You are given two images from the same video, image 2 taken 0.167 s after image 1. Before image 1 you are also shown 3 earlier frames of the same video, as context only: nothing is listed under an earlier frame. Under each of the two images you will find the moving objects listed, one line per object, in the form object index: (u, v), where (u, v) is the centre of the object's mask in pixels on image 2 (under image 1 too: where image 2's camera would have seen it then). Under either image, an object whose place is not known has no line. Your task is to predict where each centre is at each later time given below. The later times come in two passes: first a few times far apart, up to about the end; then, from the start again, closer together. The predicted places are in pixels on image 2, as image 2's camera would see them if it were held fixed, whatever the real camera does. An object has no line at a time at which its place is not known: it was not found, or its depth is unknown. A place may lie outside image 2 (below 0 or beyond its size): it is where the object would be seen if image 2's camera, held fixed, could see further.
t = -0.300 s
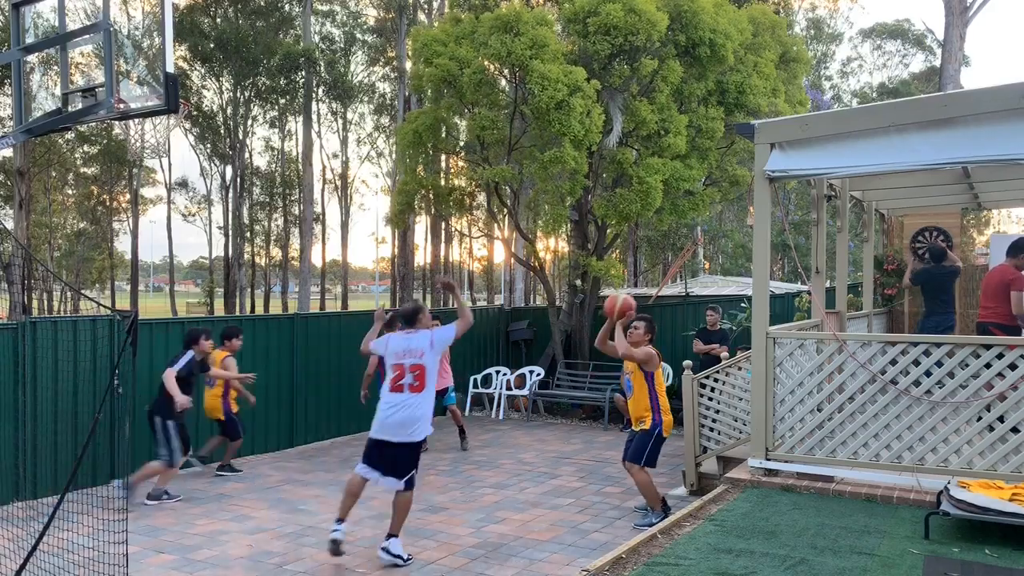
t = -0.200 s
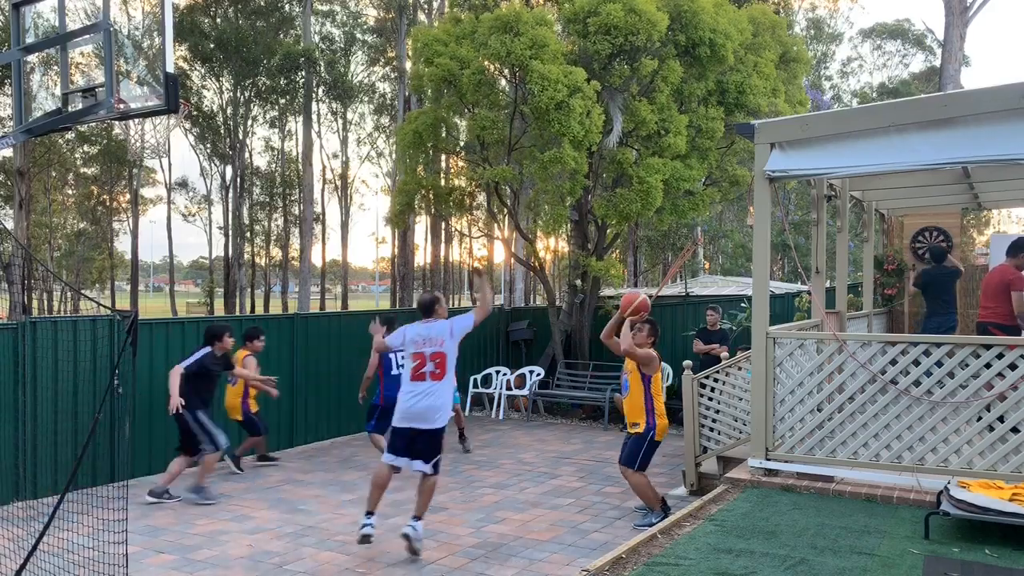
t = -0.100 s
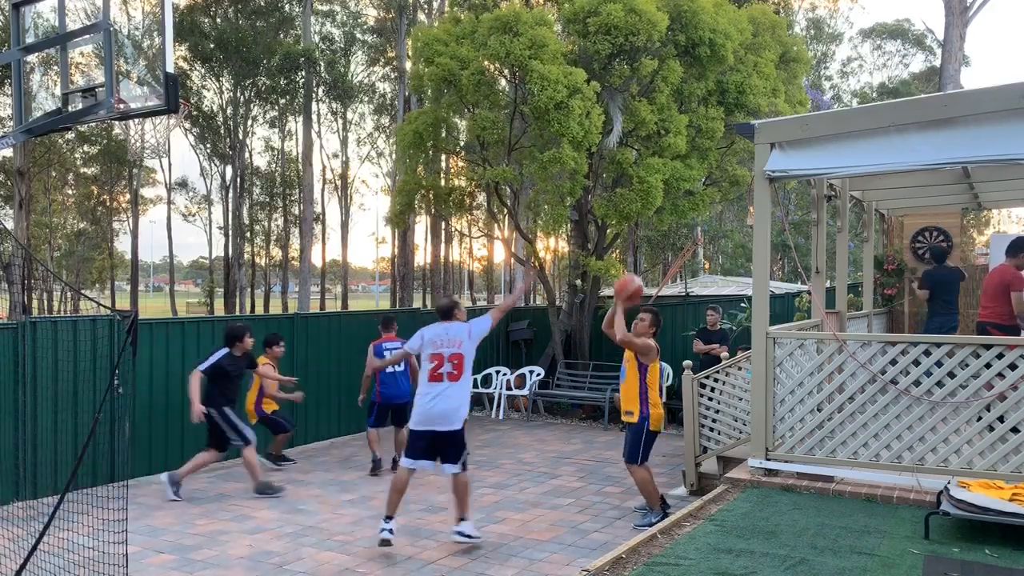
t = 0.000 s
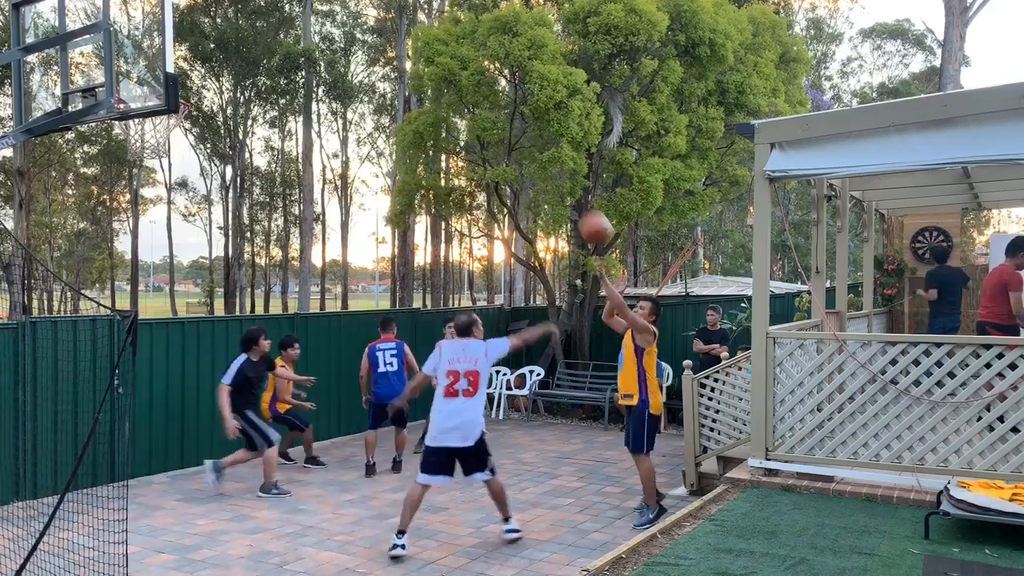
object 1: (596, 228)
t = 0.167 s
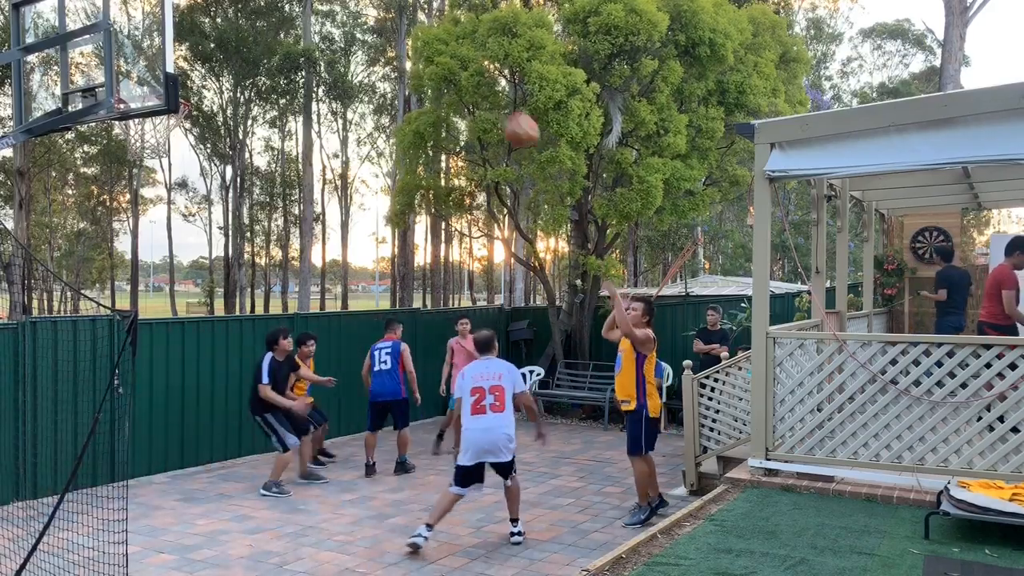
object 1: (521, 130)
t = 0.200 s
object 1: (506, 114)
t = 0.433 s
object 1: (391, 34)
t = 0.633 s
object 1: (285, 23)
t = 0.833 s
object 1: (181, 69)
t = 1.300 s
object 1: (174, 128)
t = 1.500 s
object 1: (170, 130)
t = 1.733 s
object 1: (135, 140)
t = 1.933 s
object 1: (147, 141)
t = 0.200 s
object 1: (506, 114)
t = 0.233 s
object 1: (490, 99)
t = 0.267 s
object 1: (473, 85)
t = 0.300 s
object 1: (458, 72)
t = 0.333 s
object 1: (441, 61)
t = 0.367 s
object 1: (426, 51)
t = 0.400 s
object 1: (408, 42)
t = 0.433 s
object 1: (391, 34)
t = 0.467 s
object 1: (375, 30)
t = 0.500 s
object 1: (357, 26)
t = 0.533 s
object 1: (340, 22)
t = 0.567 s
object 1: (320, 20)
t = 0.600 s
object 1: (301, 21)
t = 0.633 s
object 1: (285, 23)
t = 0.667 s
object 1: (266, 25)
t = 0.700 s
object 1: (247, 31)
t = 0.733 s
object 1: (228, 37)
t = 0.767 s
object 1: (210, 45)
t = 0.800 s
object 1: (191, 54)
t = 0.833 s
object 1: (181, 69)
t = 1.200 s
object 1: (151, 124)
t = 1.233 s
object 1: (161, 126)
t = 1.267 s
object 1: (169, 128)
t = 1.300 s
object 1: (174, 128)
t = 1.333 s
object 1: (176, 127)
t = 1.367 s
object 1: (176, 127)
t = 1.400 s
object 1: (176, 126)
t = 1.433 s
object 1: (175, 127)
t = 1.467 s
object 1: (173, 128)
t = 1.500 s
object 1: (170, 130)
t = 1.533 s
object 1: (163, 134)
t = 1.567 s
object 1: (158, 136)
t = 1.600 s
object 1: (152, 137)
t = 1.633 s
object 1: (147, 138)
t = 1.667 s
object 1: (142, 139)
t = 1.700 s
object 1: (137, 140)
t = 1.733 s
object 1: (135, 140)
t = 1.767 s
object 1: (135, 140)
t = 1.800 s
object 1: (136, 140)
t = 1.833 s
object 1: (139, 139)
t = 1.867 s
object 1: (142, 139)
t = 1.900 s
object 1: (144, 141)
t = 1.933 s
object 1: (147, 141)
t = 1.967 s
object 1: (152, 145)
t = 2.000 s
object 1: (153, 147)
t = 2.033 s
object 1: (154, 149)
